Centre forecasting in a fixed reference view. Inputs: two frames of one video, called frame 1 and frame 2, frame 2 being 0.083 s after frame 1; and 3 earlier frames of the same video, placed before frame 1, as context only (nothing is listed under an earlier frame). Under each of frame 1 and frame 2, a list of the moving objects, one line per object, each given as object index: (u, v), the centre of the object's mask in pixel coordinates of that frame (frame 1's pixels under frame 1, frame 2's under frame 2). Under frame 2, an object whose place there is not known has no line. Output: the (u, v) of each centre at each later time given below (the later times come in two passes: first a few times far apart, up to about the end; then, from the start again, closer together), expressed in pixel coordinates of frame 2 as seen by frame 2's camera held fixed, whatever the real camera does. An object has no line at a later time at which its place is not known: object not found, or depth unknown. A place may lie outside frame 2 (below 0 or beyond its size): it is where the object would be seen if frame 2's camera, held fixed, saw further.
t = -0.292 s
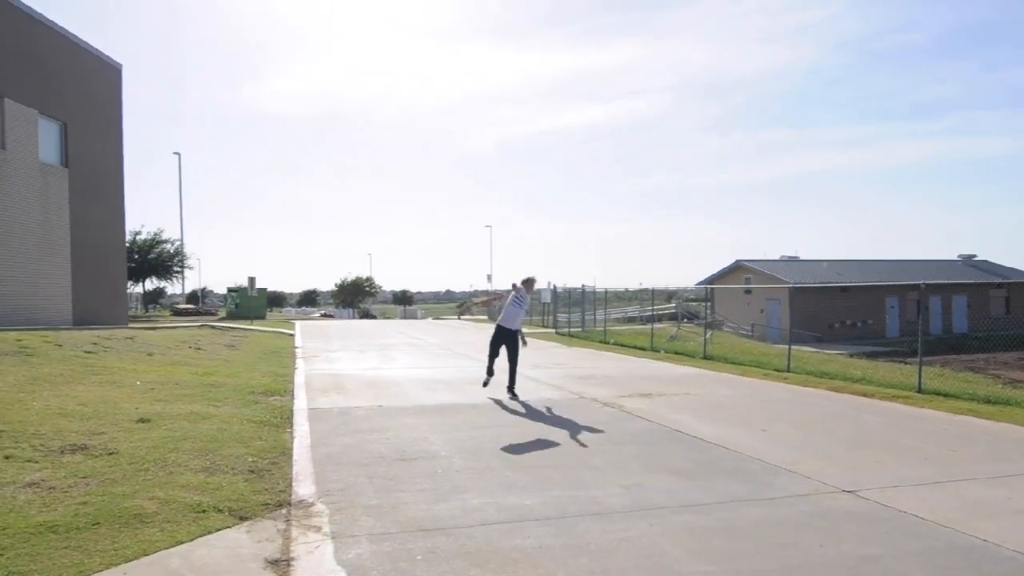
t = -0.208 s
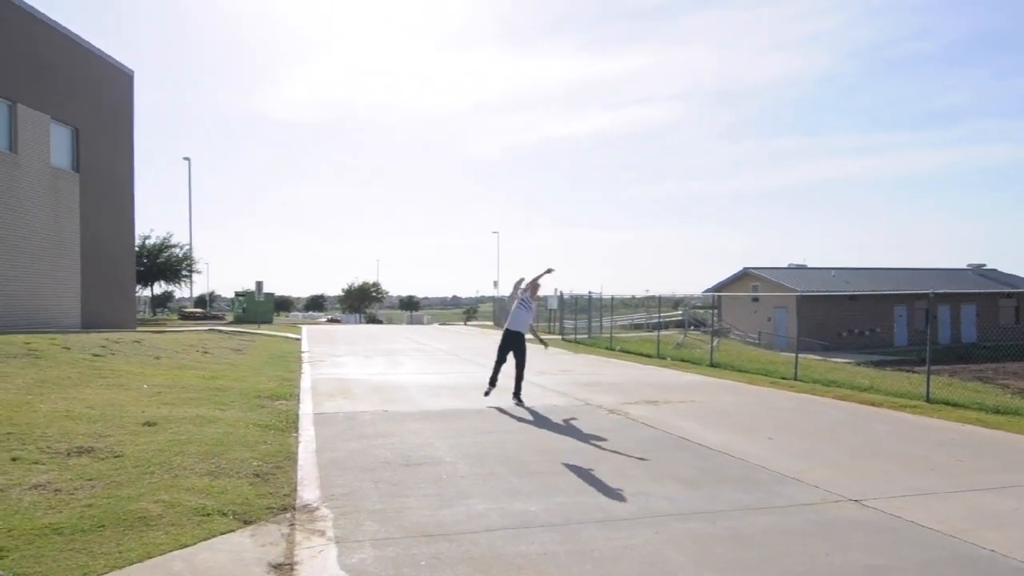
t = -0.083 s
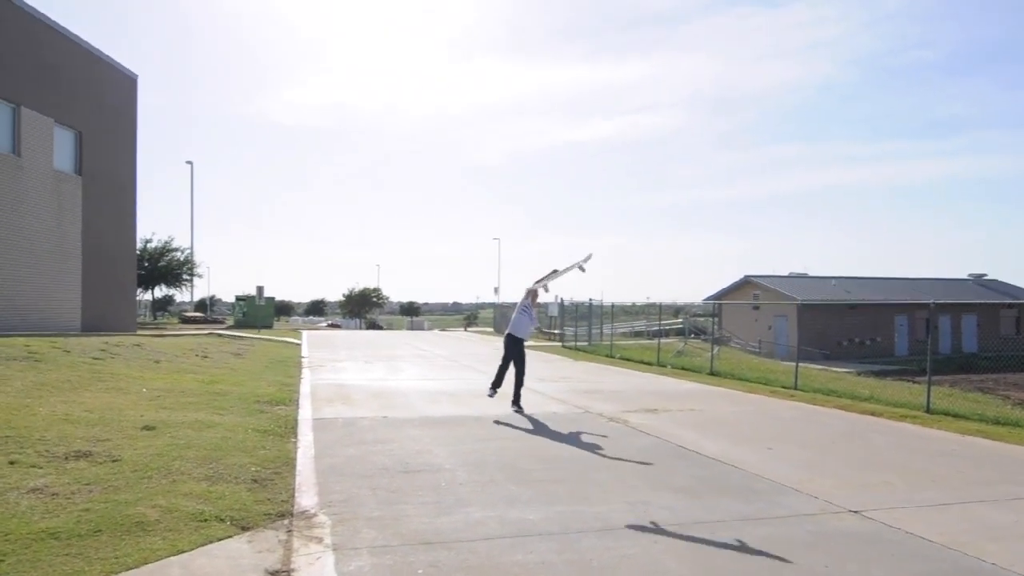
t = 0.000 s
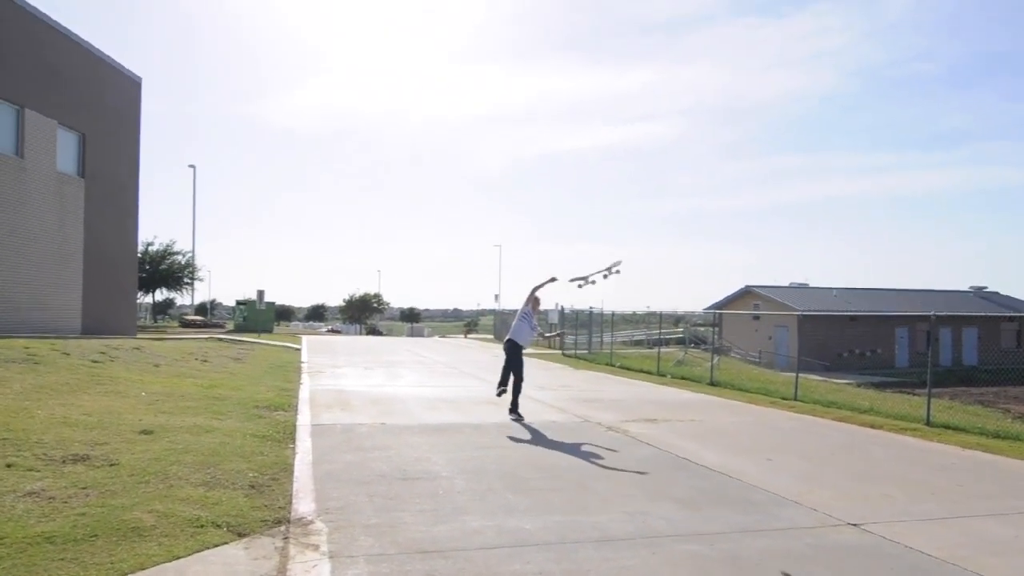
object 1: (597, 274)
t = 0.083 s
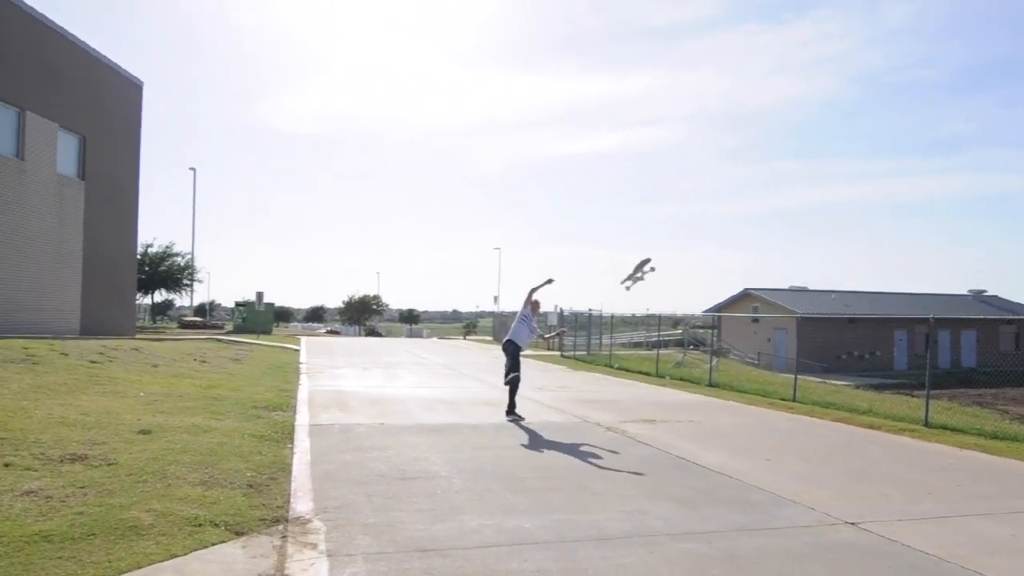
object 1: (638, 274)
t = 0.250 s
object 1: (741, 285)
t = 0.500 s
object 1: (1002, 417)
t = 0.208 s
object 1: (710, 279)
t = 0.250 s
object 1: (741, 285)
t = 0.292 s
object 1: (772, 295)
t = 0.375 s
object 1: (848, 334)
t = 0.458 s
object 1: (944, 380)
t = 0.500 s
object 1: (1002, 417)
